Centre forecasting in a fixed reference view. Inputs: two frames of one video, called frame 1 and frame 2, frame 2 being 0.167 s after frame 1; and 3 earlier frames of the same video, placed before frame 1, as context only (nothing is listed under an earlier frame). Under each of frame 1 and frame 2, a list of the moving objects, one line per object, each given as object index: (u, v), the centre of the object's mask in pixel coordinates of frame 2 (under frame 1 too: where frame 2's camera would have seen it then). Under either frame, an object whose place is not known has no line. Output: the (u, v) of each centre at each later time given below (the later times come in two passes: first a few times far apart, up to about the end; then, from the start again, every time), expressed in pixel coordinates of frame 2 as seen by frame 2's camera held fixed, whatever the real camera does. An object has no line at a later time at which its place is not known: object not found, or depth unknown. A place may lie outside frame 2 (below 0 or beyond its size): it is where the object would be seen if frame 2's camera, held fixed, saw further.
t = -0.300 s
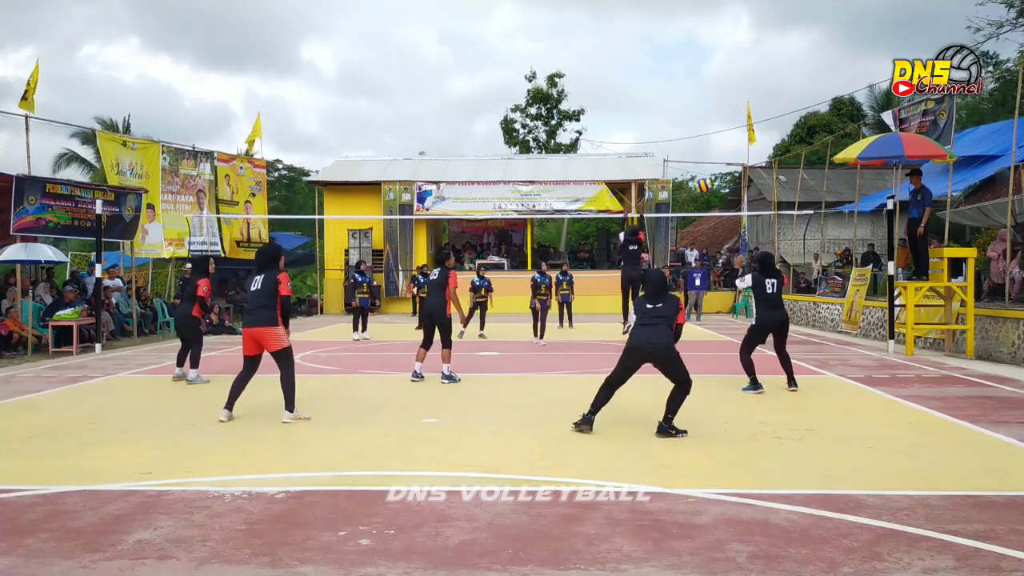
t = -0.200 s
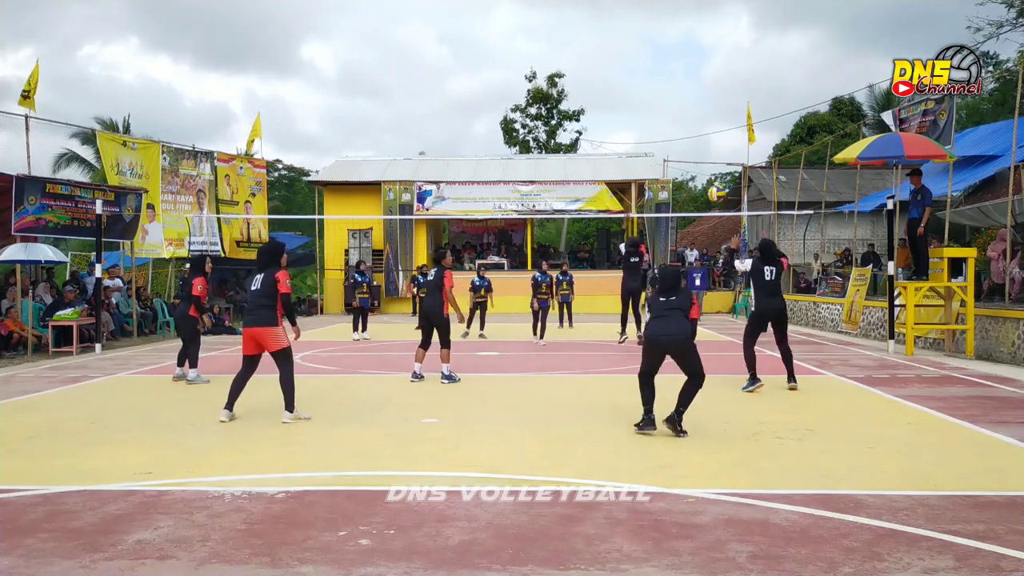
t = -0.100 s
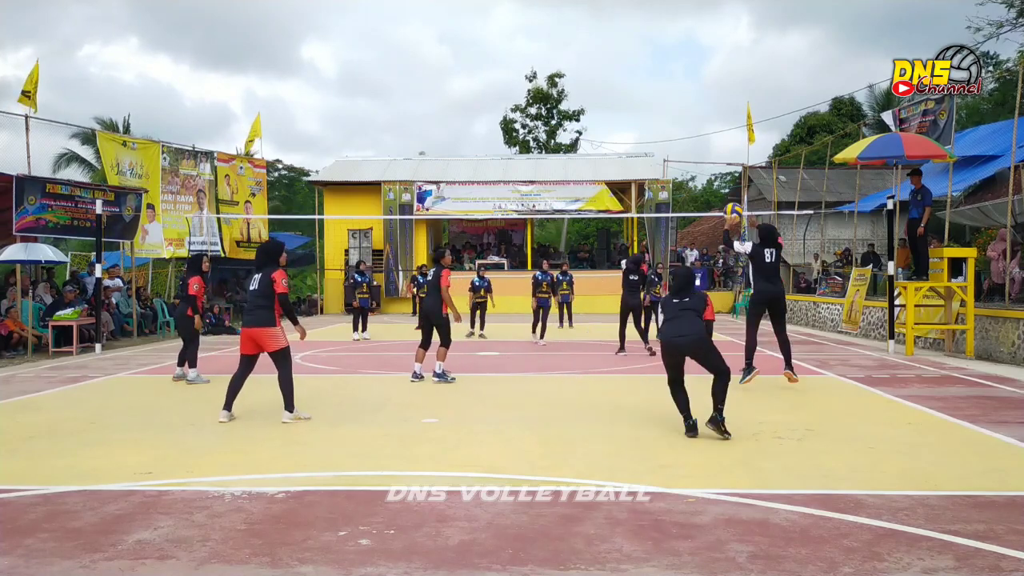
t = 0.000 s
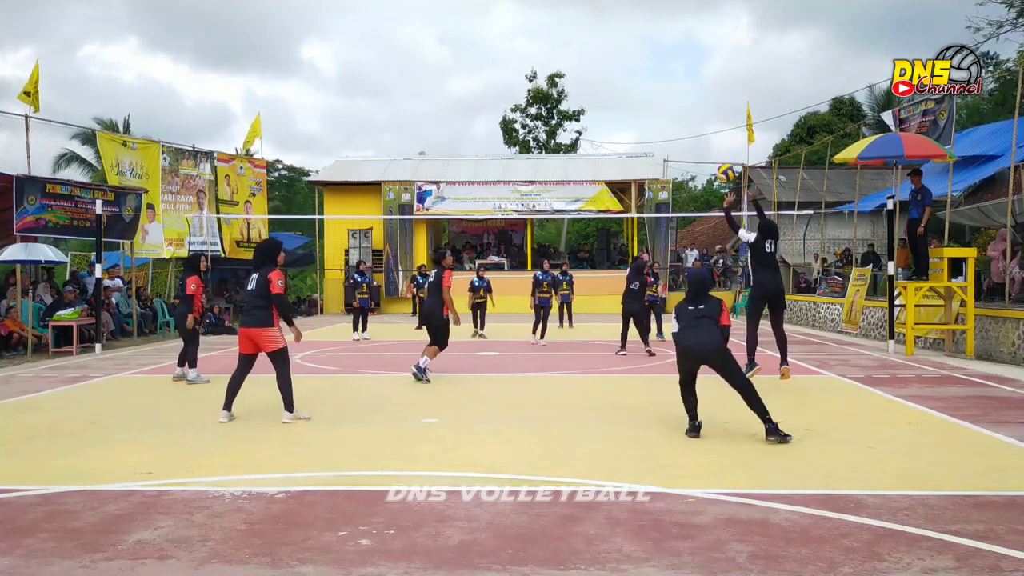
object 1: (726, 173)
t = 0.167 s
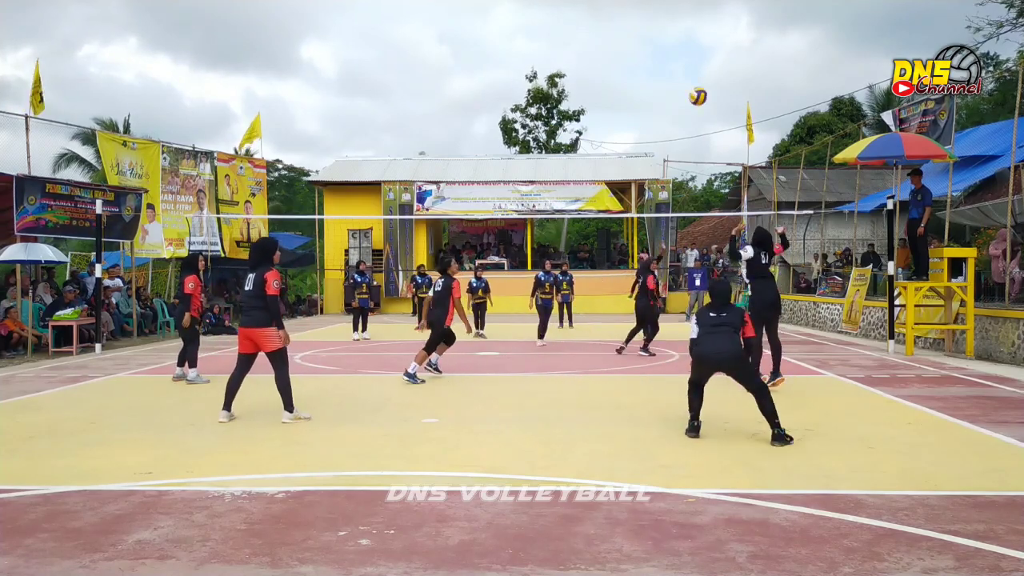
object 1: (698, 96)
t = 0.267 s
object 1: (682, 63)
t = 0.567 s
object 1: (639, 21)
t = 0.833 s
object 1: (605, 46)
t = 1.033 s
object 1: (582, 98)
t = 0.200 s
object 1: (692, 84)
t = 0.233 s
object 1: (687, 73)
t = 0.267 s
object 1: (682, 63)
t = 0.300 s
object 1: (677, 55)
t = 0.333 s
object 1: (672, 47)
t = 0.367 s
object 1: (667, 41)
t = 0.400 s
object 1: (663, 35)
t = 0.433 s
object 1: (658, 30)
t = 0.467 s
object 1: (653, 27)
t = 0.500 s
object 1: (648, 24)
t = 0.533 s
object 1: (644, 22)
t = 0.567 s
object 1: (639, 21)
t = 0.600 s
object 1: (635, 21)
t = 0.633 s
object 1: (630, 22)
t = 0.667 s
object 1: (626, 24)
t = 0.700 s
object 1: (622, 27)
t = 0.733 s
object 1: (618, 30)
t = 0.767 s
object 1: (613, 35)
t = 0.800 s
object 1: (609, 40)
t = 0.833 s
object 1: (605, 46)
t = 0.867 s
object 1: (601, 52)
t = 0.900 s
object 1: (597, 60)
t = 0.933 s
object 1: (593, 68)
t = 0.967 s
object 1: (590, 77)
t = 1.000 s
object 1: (586, 87)
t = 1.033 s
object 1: (582, 98)
